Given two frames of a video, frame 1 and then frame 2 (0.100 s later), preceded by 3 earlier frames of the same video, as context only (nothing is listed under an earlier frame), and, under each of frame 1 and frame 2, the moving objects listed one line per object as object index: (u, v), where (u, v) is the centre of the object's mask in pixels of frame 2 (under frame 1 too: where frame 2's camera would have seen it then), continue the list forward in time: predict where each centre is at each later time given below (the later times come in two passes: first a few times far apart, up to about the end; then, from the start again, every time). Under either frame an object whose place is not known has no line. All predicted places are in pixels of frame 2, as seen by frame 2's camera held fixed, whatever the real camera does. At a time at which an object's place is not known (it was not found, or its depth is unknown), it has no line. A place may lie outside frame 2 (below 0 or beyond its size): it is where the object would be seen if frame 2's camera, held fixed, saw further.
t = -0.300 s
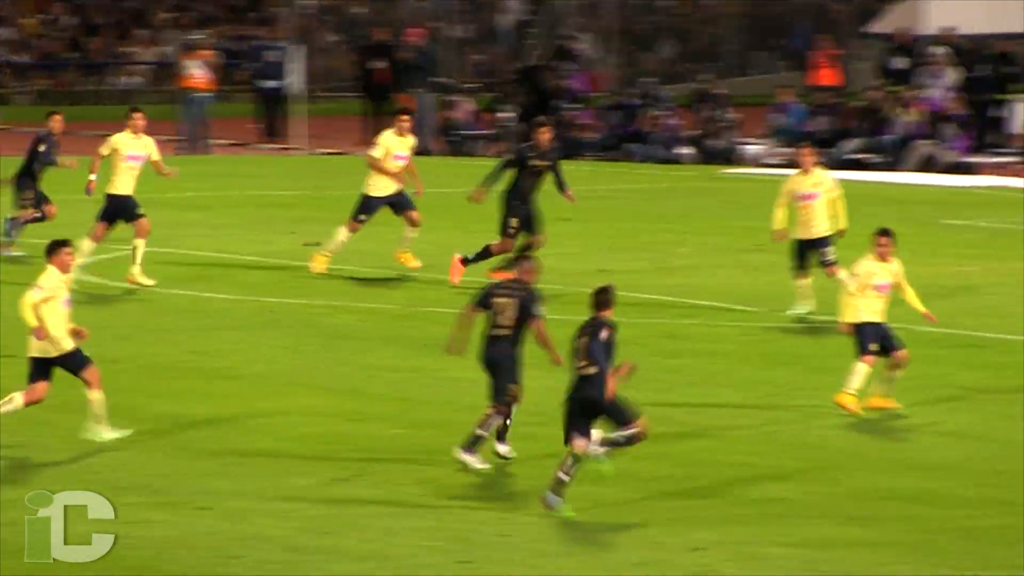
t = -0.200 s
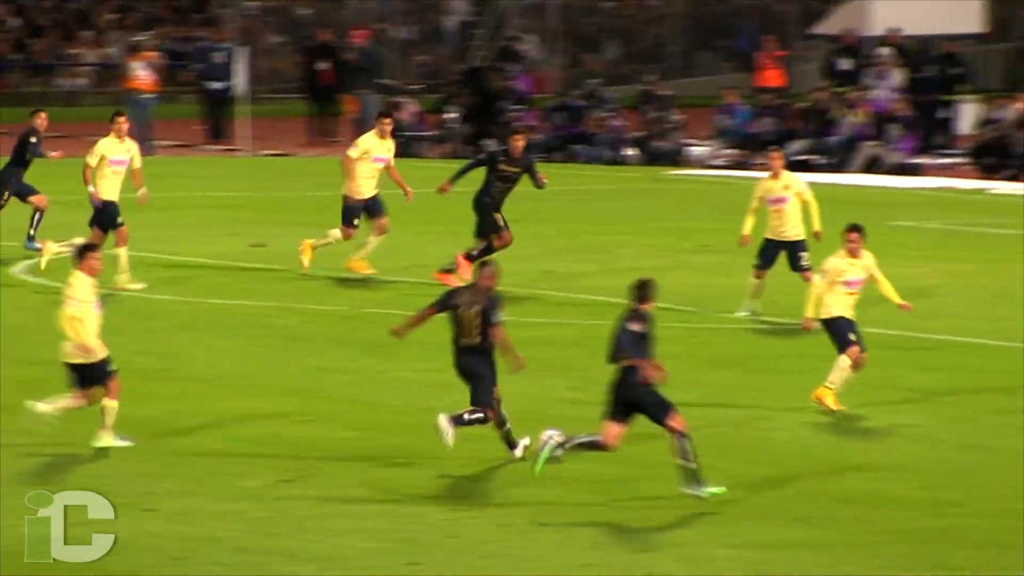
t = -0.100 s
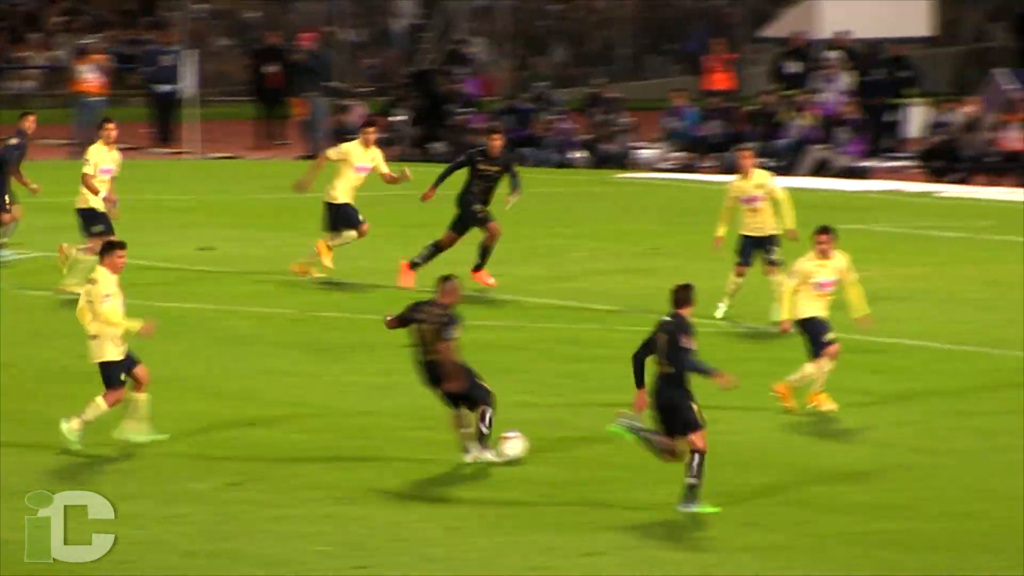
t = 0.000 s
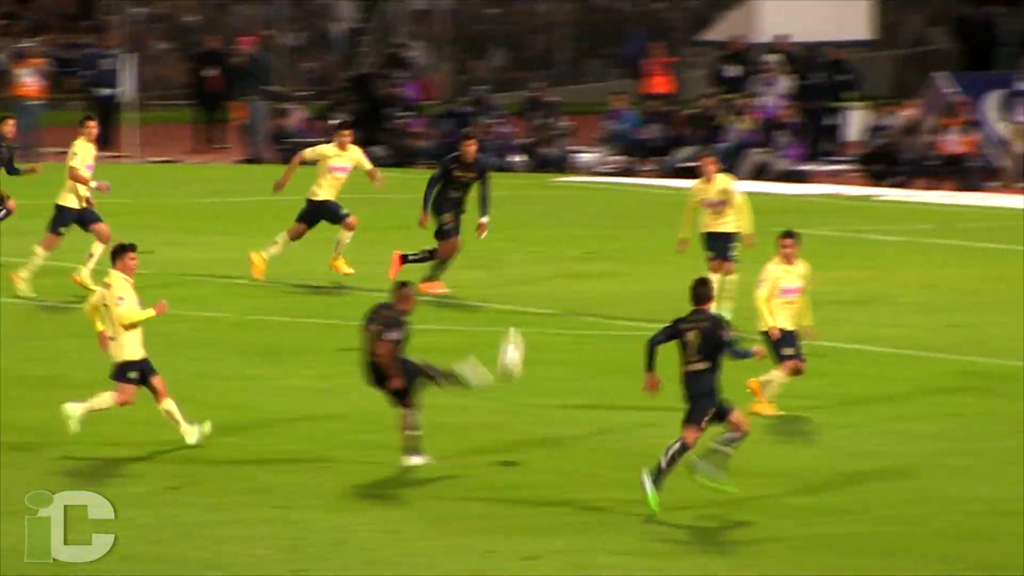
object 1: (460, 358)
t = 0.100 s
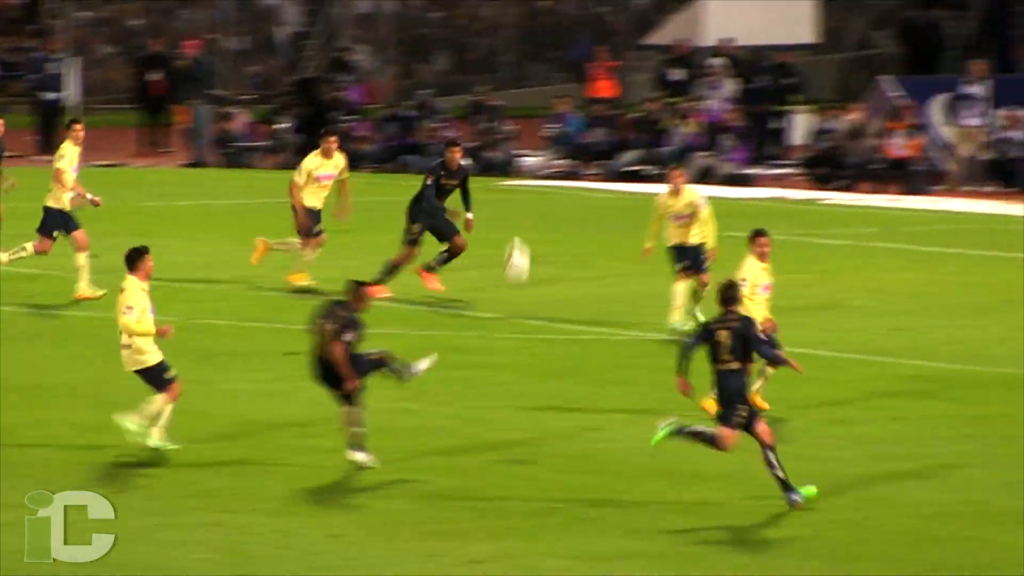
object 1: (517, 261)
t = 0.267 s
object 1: (596, 141)
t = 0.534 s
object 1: (680, 36)
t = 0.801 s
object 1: (719, 22)
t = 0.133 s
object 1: (534, 234)
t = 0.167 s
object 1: (550, 208)
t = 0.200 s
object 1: (566, 181)
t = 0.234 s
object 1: (582, 161)
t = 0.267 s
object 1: (596, 141)
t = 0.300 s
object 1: (610, 122)
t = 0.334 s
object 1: (622, 105)
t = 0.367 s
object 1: (633, 91)
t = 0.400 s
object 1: (644, 77)
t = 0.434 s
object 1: (654, 63)
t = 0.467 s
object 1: (663, 53)
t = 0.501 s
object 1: (672, 44)
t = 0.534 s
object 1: (680, 36)
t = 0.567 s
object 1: (686, 30)
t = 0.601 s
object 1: (692, 25)
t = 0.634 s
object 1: (697, 21)
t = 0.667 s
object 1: (702, 19)
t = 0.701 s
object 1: (707, 18)
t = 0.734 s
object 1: (711, 18)
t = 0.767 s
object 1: (715, 20)
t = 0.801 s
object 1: (719, 22)
